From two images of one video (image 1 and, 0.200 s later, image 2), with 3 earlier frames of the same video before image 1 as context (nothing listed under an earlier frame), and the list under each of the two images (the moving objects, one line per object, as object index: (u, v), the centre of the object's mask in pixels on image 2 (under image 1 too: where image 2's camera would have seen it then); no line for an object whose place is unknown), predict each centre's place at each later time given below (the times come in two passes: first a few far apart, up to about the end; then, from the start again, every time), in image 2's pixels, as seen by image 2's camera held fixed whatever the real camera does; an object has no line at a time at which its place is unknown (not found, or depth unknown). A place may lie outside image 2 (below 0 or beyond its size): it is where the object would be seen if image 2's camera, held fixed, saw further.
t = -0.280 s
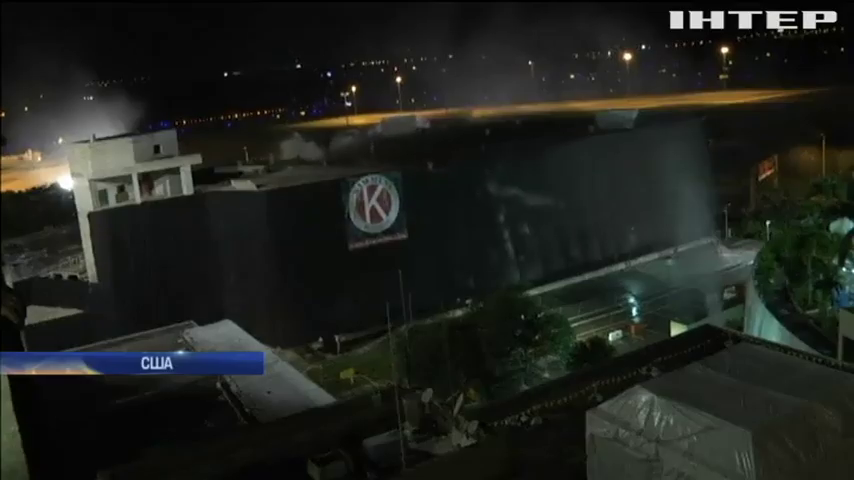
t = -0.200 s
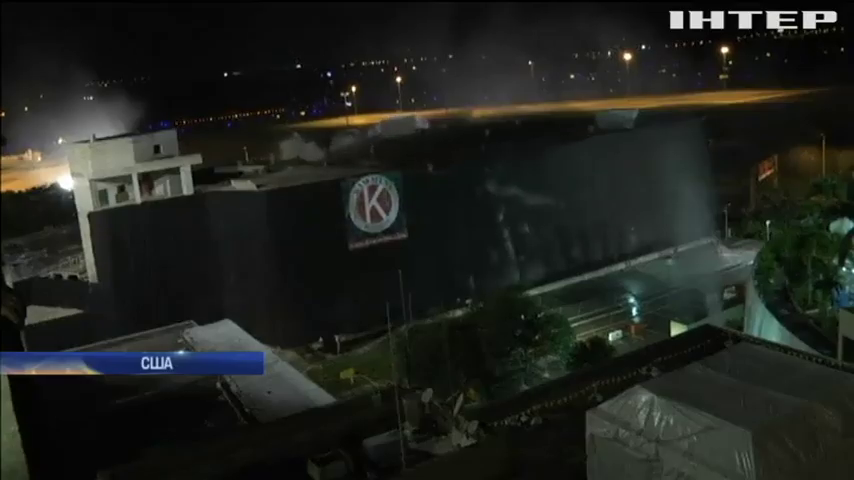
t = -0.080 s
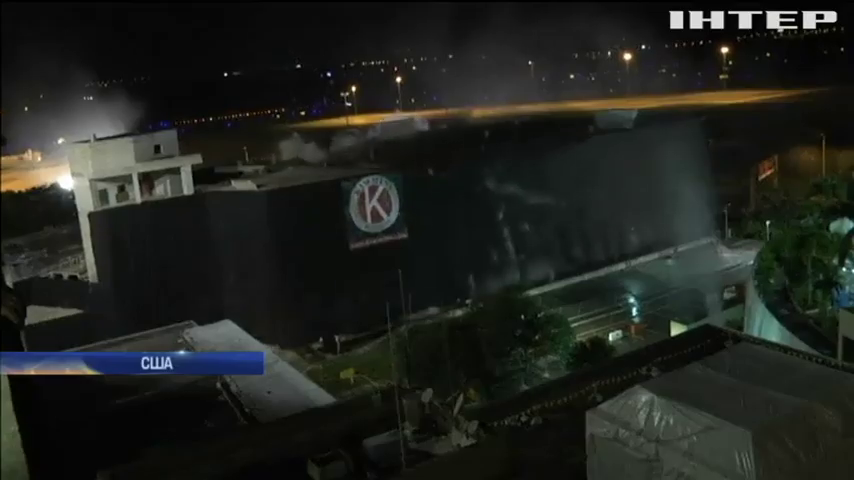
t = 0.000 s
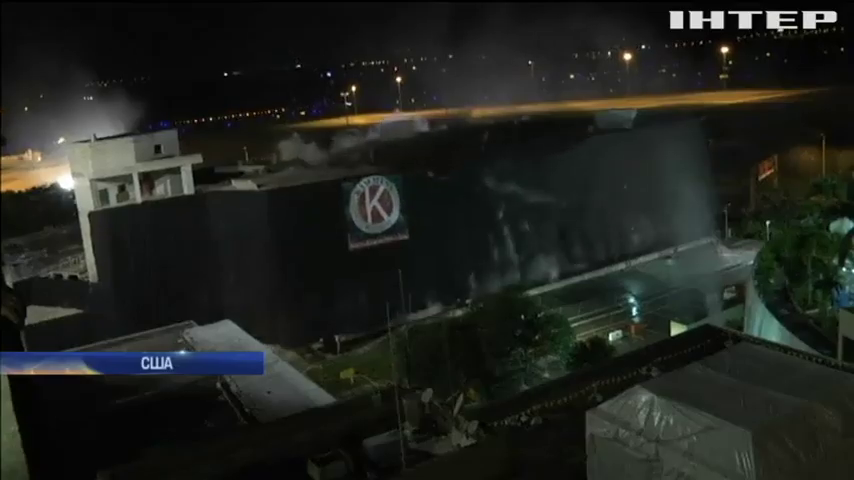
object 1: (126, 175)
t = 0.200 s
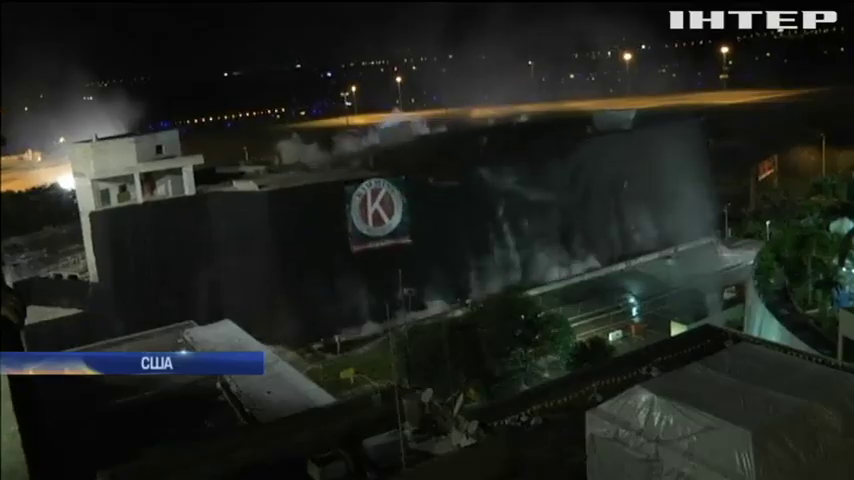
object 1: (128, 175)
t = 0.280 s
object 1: (128, 175)
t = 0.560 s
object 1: (133, 175)
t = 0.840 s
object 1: (138, 177)
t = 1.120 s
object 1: (143, 180)
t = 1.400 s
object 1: (150, 184)
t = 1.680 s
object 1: (158, 188)
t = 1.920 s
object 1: (166, 191)
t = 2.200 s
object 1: (168, 195)
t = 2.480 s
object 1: (176, 204)
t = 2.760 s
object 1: (181, 208)
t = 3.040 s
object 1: (188, 213)
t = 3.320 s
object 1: (196, 217)
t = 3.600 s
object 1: (196, 220)
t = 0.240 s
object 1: (128, 175)
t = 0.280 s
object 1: (128, 175)
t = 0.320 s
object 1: (129, 175)
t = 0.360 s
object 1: (129, 175)
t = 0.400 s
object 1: (130, 175)
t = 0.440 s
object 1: (130, 175)
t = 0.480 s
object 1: (131, 175)
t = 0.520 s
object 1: (132, 175)
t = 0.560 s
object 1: (133, 175)
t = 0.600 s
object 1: (133, 176)
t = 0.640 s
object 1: (134, 176)
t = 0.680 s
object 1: (135, 176)
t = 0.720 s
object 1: (136, 176)
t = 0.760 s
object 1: (136, 176)
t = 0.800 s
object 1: (137, 177)
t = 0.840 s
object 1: (138, 177)
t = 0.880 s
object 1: (139, 177)
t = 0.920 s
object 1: (140, 178)
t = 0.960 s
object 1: (141, 178)
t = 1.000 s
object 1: (141, 178)
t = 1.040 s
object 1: (142, 178)
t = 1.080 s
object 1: (143, 179)
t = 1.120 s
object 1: (143, 180)
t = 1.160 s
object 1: (144, 180)
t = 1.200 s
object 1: (146, 181)
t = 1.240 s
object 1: (146, 181)
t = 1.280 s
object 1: (147, 182)
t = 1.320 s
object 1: (148, 183)
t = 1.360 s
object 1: (149, 184)
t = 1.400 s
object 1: (150, 184)
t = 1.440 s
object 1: (151, 185)
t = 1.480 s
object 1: (152, 185)
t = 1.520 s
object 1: (154, 186)
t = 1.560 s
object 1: (155, 186)
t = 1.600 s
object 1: (156, 187)
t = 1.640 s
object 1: (156, 188)
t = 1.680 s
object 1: (158, 188)
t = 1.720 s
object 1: (159, 188)
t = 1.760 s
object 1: (163, 187)
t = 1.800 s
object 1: (163, 189)
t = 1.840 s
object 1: (164, 190)
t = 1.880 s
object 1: (165, 191)
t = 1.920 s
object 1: (166, 191)
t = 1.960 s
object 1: (163, 193)
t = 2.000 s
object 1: (167, 192)
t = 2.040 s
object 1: (165, 193)
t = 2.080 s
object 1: (166, 193)
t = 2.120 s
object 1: (166, 194)
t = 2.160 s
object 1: (167, 195)
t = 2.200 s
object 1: (168, 195)
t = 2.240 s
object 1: (169, 197)
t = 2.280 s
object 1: (171, 198)
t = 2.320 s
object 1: (172, 199)
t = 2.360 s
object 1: (173, 201)
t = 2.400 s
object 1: (174, 202)
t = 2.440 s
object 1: (175, 202)
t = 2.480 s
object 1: (176, 204)
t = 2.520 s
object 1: (177, 204)
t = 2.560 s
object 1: (177, 206)
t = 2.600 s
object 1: (178, 206)
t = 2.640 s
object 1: (180, 206)
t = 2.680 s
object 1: (180, 207)
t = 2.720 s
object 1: (181, 208)
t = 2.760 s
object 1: (181, 208)
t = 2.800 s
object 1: (182, 209)
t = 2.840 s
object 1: (183, 209)
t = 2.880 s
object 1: (184, 210)
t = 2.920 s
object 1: (185, 211)
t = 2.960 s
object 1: (185, 212)
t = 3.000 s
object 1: (186, 213)
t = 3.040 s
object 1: (188, 213)
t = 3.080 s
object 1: (189, 213)
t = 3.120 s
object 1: (191, 213)
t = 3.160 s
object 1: (192, 214)
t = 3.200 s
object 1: (193, 214)
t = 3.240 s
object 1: (195, 215)
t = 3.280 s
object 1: (194, 216)
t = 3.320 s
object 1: (196, 217)
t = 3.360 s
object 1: (196, 217)
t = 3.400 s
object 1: (195, 218)
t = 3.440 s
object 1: (196, 218)
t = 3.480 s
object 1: (196, 219)
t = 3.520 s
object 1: (196, 219)
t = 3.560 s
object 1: (196, 219)
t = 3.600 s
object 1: (196, 220)
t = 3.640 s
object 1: (197, 220)
